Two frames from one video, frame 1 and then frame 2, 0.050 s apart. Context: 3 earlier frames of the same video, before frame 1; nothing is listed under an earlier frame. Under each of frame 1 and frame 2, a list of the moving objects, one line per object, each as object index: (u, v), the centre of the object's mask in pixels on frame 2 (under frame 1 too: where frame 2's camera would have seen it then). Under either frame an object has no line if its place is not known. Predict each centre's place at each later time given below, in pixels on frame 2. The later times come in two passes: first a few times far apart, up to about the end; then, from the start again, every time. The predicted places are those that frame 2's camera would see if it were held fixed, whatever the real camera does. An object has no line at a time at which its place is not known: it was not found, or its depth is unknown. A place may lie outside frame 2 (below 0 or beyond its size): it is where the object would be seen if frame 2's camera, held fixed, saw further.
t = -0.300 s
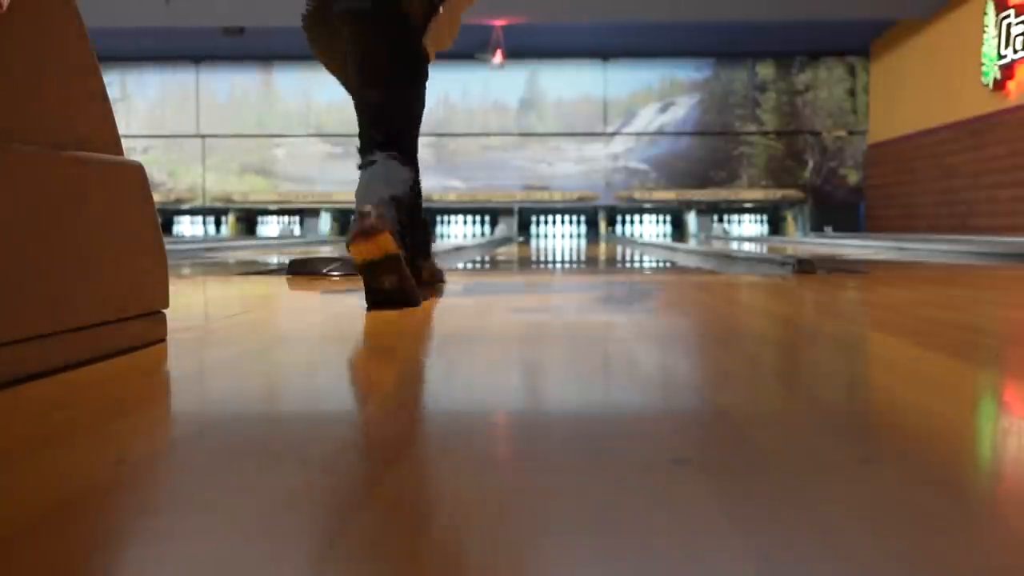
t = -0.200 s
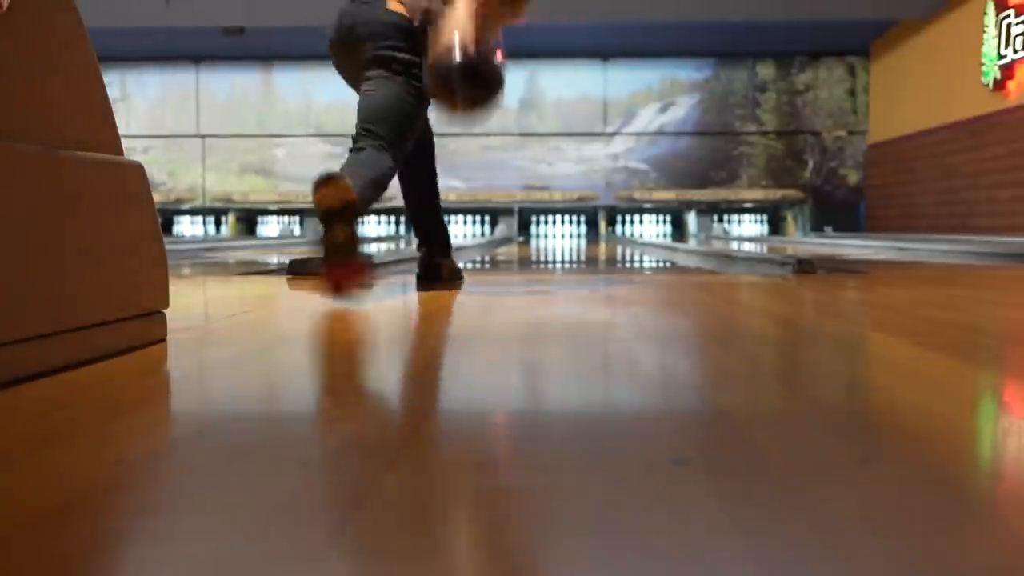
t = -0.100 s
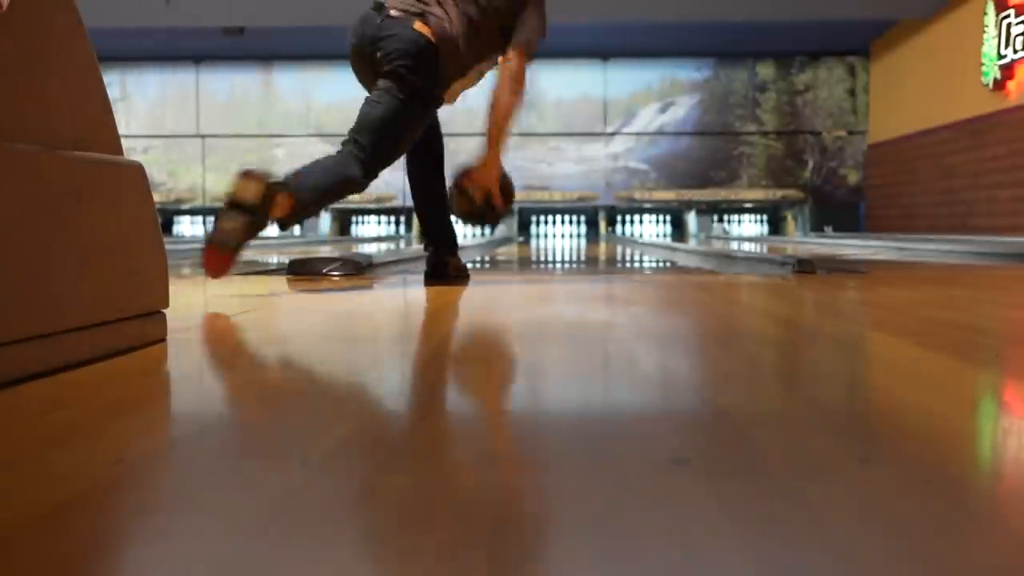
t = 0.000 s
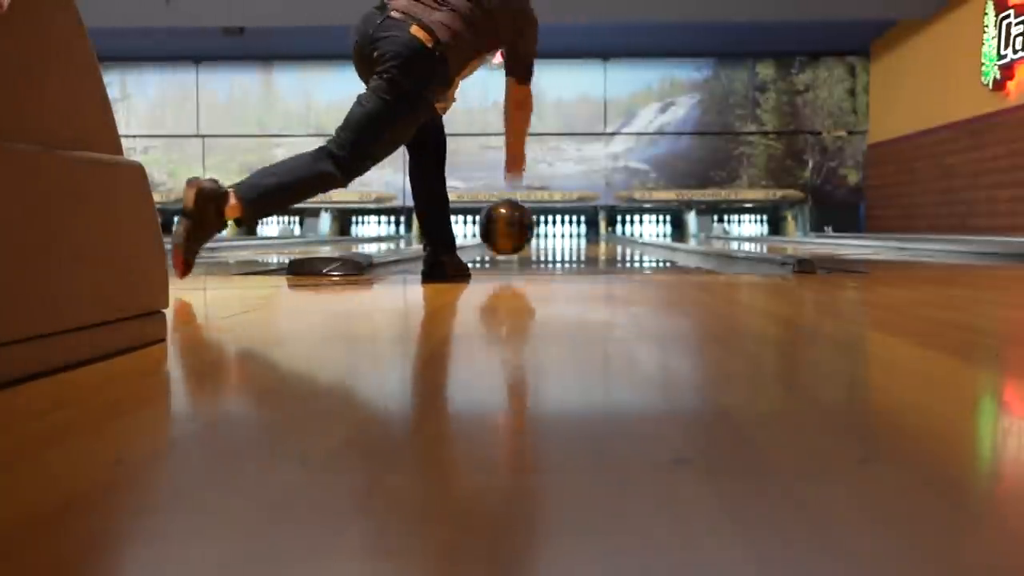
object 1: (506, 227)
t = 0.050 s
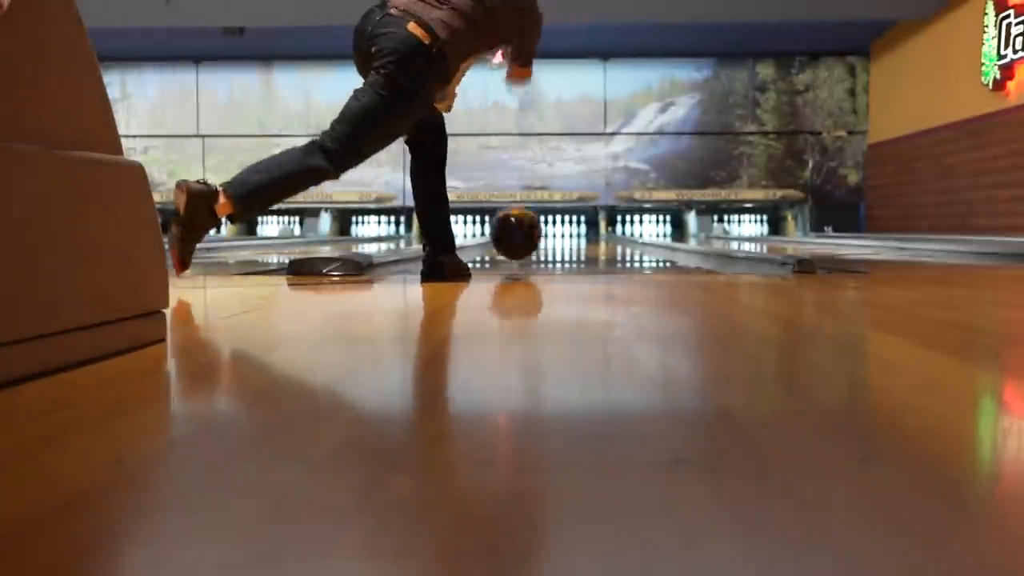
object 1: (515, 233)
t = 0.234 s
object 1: (541, 240)
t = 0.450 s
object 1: (560, 239)
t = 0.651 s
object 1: (570, 237)
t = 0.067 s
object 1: (518, 236)
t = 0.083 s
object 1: (521, 240)
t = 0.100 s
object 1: (524, 242)
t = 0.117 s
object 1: (527, 241)
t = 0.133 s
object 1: (529, 241)
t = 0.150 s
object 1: (531, 241)
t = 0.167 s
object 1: (533, 241)
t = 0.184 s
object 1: (535, 241)
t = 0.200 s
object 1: (537, 240)
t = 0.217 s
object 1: (539, 240)
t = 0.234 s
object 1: (541, 240)
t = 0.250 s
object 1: (543, 240)
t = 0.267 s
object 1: (545, 240)
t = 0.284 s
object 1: (546, 239)
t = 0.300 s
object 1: (548, 239)
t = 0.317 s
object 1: (549, 239)
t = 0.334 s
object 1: (551, 239)
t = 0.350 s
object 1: (553, 239)
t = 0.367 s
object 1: (554, 240)
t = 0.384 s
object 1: (555, 239)
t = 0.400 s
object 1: (556, 239)
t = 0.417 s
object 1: (557, 239)
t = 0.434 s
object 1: (558, 239)
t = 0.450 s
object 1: (560, 239)
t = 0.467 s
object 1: (561, 238)
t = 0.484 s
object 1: (561, 238)
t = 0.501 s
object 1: (562, 238)
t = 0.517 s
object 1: (563, 238)
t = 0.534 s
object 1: (564, 237)
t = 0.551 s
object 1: (565, 237)
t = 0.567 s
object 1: (566, 237)
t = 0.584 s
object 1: (566, 237)
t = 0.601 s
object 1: (567, 237)
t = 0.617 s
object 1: (568, 237)
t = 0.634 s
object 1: (568, 237)
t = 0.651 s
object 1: (570, 237)
